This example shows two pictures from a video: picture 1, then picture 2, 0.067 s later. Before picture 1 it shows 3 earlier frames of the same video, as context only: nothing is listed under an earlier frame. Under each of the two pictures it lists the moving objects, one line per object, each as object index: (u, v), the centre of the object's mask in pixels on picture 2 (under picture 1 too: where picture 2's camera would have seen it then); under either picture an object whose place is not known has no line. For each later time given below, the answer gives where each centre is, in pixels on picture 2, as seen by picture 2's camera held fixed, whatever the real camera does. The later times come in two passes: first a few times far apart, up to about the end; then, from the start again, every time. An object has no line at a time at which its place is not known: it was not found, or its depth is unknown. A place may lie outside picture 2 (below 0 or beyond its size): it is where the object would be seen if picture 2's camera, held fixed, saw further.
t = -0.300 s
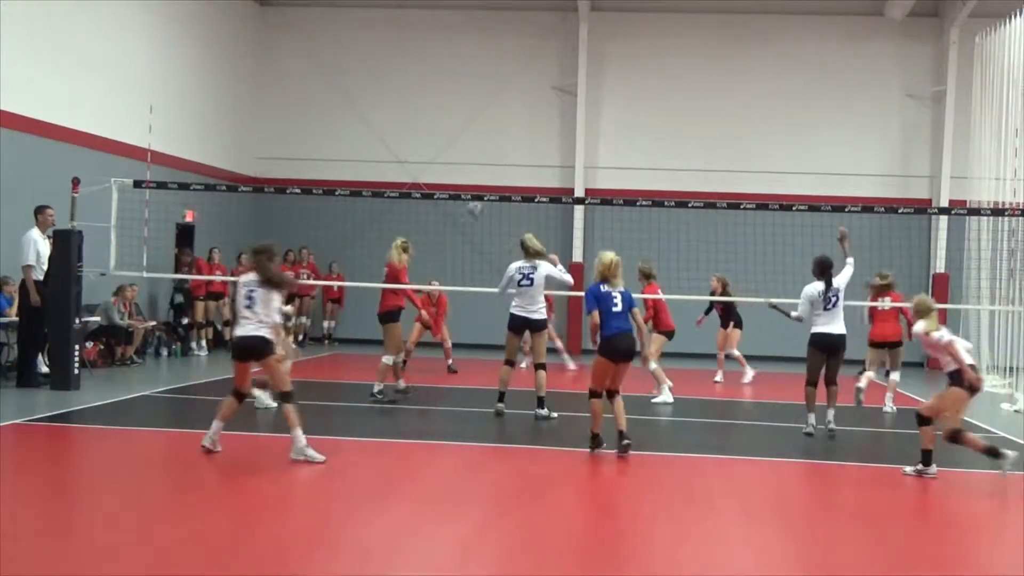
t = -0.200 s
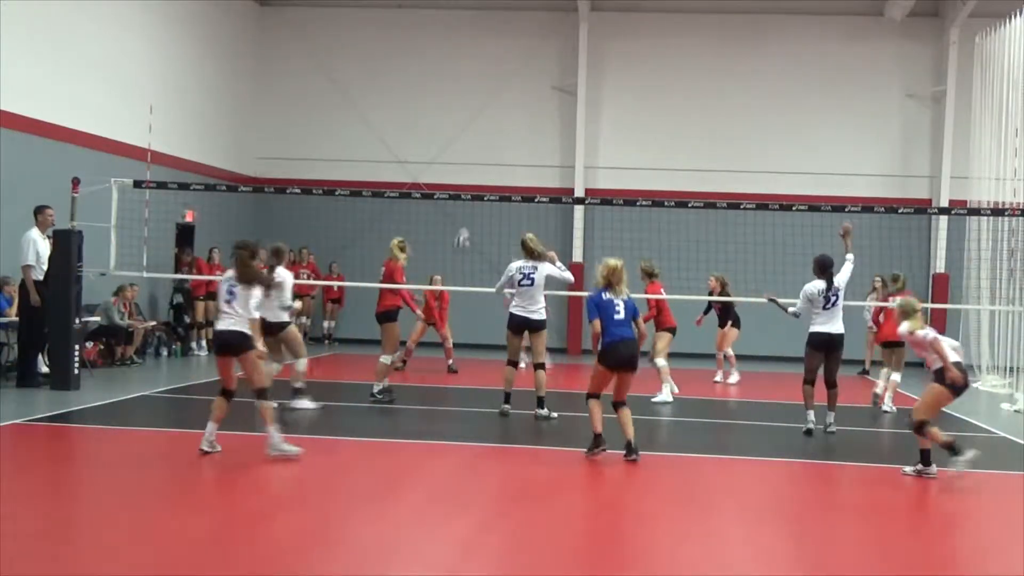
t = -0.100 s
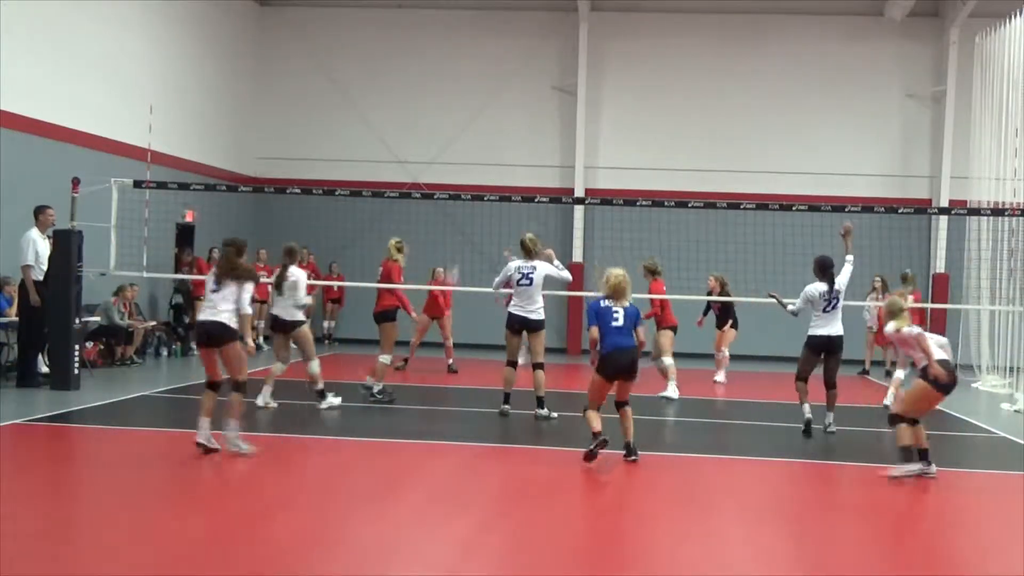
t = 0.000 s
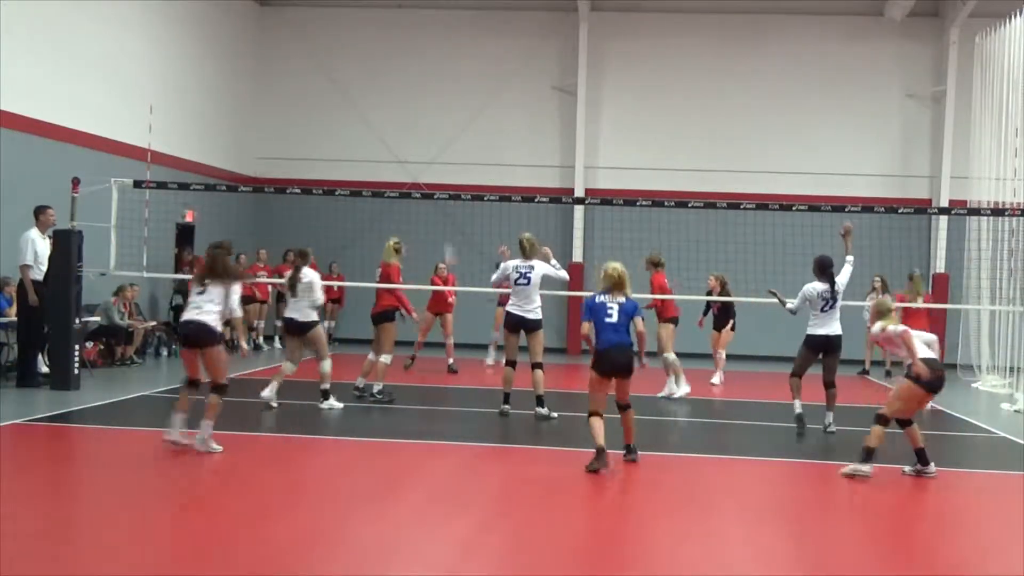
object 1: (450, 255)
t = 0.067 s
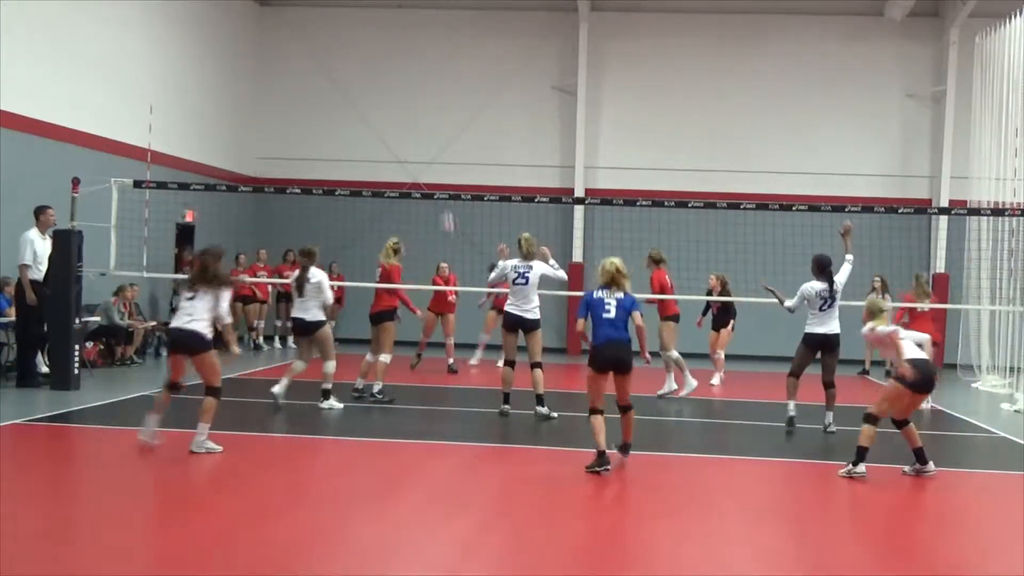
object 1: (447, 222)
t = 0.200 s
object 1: (444, 166)
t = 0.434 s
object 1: (441, 91)
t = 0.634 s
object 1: (437, 58)
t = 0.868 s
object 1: (430, 56)
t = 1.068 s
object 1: (423, 90)
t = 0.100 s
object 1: (448, 208)
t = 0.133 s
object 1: (446, 188)
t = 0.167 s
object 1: (446, 179)
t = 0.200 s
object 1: (444, 166)
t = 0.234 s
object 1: (445, 153)
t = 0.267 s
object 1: (444, 141)
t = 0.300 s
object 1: (444, 130)
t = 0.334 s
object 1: (442, 122)
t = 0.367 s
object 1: (442, 110)
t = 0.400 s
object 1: (442, 101)
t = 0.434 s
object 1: (441, 91)
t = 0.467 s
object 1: (440, 85)
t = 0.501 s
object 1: (440, 78)
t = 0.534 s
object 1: (439, 71)
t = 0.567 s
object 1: (438, 66)
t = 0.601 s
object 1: (438, 61)
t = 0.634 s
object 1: (437, 58)
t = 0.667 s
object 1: (436, 55)
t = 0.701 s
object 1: (436, 53)
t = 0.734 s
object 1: (434, 52)
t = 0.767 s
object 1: (434, 52)
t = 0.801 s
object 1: (432, 53)
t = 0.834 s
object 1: (431, 54)
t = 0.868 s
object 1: (430, 56)
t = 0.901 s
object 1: (429, 59)
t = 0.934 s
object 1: (428, 64)
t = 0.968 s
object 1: (427, 69)
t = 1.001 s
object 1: (426, 75)
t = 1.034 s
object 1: (425, 82)
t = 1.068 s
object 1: (423, 90)
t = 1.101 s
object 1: (422, 99)
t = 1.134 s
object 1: (419, 111)
